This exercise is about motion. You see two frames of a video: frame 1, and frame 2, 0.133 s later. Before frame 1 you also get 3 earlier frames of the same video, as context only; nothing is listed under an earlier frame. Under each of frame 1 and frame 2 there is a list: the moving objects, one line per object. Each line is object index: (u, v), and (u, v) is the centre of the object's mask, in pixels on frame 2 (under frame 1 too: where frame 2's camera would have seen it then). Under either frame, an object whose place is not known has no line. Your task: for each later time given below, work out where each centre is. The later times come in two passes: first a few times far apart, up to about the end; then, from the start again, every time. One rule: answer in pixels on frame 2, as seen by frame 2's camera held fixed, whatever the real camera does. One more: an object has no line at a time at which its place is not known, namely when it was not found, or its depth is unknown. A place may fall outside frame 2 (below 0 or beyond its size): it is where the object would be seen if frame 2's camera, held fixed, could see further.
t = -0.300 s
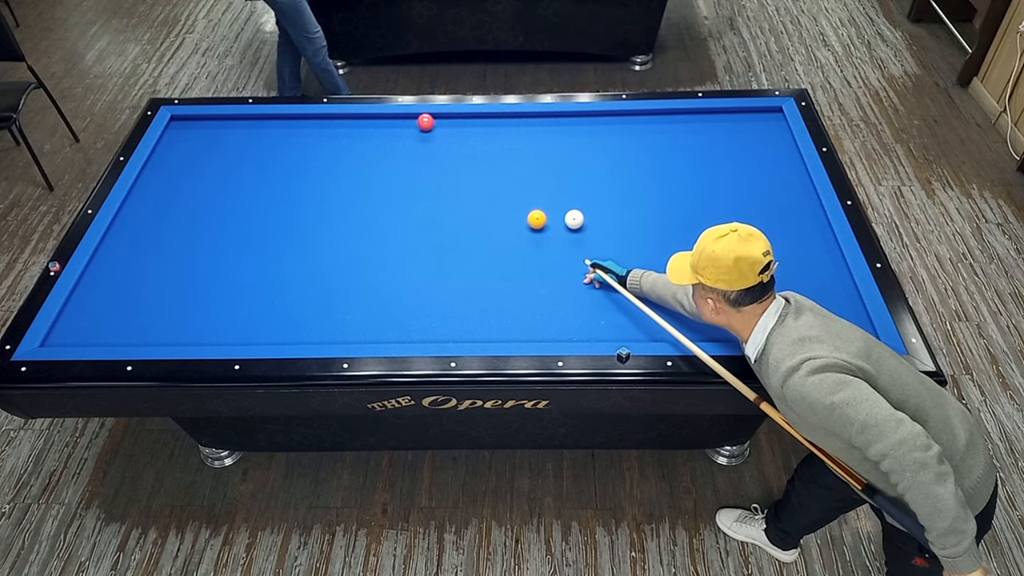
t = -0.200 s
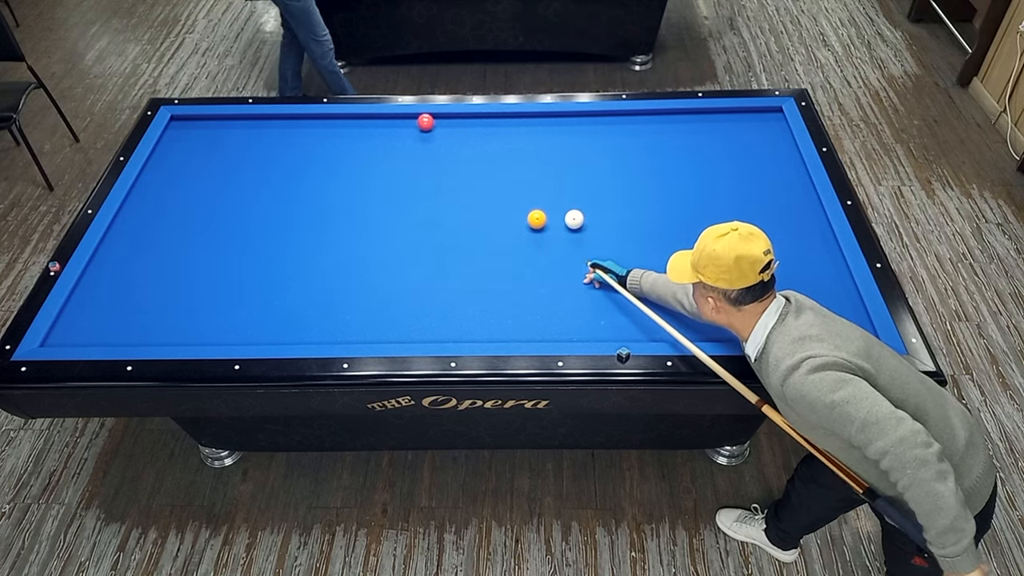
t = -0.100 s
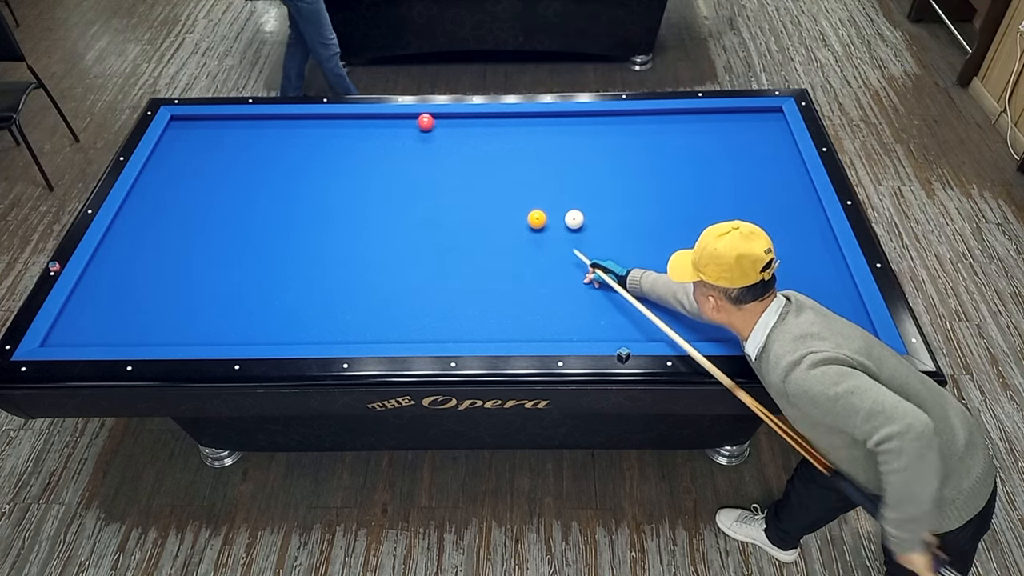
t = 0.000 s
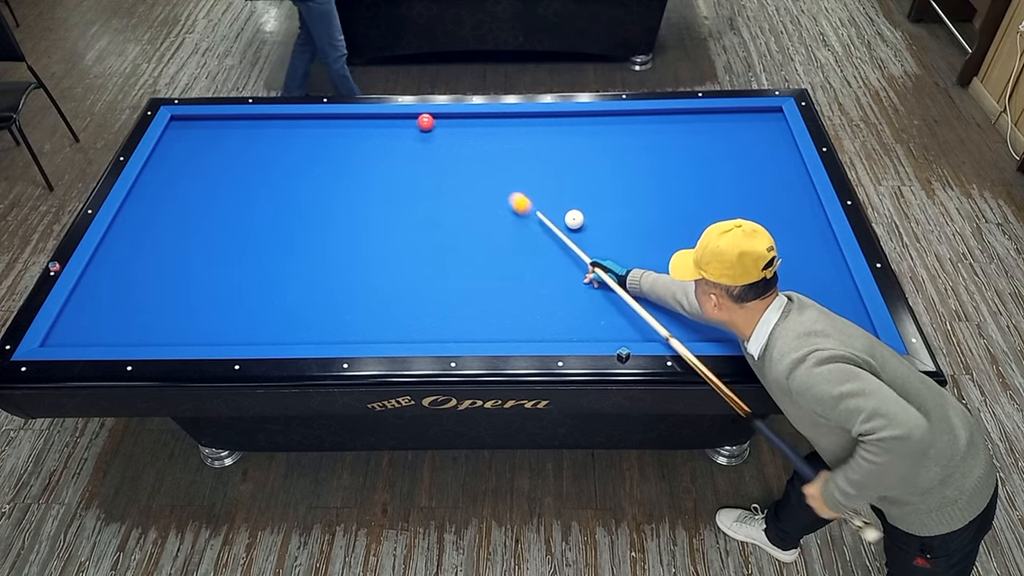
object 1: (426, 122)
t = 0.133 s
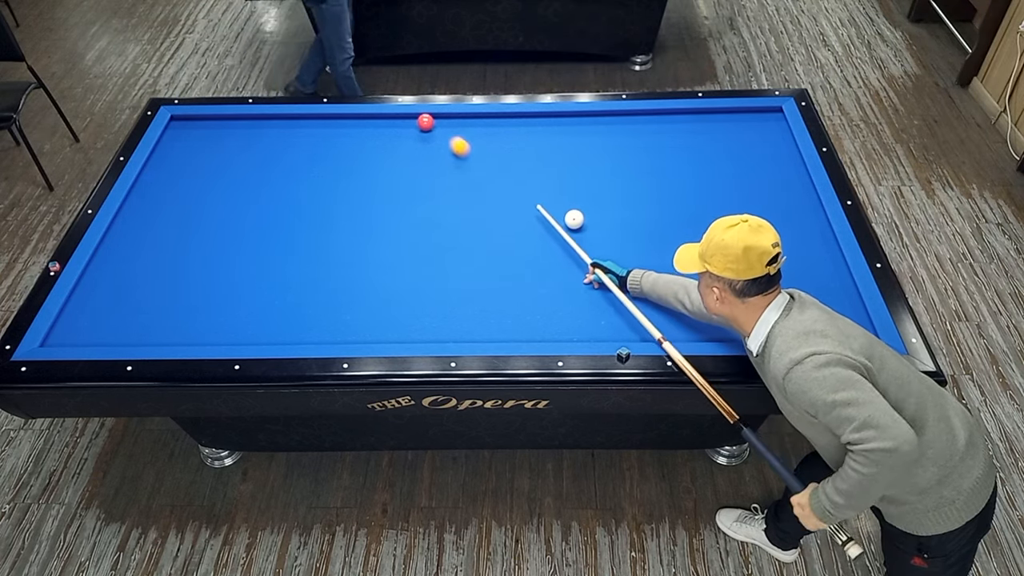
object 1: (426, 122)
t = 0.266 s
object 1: (385, 124)
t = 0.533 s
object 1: (267, 157)
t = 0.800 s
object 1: (162, 188)
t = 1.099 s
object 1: (171, 234)
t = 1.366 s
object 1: (206, 280)
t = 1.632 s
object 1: (246, 332)
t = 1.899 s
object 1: (315, 308)
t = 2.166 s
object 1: (379, 279)
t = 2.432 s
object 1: (438, 252)
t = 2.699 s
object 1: (492, 228)
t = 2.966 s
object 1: (542, 205)
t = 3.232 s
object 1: (588, 184)
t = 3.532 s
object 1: (637, 162)
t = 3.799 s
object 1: (678, 143)
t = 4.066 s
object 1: (716, 125)
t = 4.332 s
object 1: (752, 114)
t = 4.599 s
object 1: (774, 120)
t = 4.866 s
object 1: (757, 124)
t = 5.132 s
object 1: (742, 128)
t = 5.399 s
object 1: (726, 132)
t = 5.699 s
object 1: (710, 136)
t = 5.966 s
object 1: (696, 140)
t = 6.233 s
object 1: (682, 143)
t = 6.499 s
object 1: (670, 147)
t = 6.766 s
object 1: (658, 150)
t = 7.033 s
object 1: (646, 153)
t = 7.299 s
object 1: (636, 156)
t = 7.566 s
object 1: (626, 159)
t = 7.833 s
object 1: (617, 162)
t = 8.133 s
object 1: (607, 165)
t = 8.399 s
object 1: (600, 167)
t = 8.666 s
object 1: (593, 169)
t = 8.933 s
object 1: (587, 171)
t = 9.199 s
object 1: (582, 172)
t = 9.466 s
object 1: (577, 174)
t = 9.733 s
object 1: (573, 175)
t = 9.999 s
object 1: (569, 177)
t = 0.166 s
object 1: (425, 122)
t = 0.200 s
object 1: (419, 120)
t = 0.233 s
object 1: (401, 119)
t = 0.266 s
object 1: (385, 124)
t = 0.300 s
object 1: (369, 128)
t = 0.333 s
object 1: (354, 132)
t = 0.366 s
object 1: (338, 137)
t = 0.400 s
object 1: (323, 141)
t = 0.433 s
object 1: (309, 145)
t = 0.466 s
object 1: (295, 149)
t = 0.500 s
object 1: (280, 153)
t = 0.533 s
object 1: (267, 157)
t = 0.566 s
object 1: (254, 161)
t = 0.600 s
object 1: (241, 165)
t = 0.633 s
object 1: (228, 169)
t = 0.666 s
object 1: (215, 172)
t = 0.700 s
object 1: (202, 176)
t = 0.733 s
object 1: (189, 180)
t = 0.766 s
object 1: (176, 184)
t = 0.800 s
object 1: (162, 188)
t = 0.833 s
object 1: (148, 192)
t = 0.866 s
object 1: (135, 196)
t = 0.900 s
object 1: (137, 201)
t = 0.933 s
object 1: (144, 206)
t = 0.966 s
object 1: (151, 212)
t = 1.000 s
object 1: (156, 217)
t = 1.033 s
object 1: (162, 222)
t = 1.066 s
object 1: (167, 228)
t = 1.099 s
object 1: (171, 234)
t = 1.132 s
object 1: (175, 239)
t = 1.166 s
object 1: (179, 245)
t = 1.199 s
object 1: (184, 250)
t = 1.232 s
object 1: (188, 256)
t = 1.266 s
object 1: (193, 262)
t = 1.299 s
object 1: (197, 268)
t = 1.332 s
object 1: (202, 274)
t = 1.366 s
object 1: (206, 280)
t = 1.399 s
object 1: (211, 286)
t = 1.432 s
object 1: (216, 292)
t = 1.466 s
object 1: (221, 299)
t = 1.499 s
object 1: (225, 305)
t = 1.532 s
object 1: (230, 312)
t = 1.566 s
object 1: (236, 318)
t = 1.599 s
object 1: (241, 325)
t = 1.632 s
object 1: (246, 332)
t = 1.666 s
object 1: (252, 336)
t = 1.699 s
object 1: (261, 334)
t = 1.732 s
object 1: (270, 329)
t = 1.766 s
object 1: (280, 325)
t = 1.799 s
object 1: (289, 320)
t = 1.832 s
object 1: (297, 316)
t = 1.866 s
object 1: (306, 312)
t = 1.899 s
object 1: (315, 308)
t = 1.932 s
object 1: (323, 304)
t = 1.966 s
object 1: (331, 301)
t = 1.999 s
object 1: (340, 297)
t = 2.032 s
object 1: (348, 293)
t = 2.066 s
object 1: (356, 290)
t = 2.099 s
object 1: (364, 286)
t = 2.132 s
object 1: (371, 282)
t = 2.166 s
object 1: (379, 279)
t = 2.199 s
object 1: (387, 276)
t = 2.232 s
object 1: (394, 272)
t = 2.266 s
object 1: (402, 269)
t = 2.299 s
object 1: (409, 265)
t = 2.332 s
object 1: (417, 262)
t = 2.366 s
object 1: (424, 259)
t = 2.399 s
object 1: (431, 256)
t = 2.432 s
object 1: (438, 252)
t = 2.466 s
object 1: (445, 249)
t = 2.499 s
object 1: (452, 246)
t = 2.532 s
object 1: (459, 243)
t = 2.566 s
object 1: (465, 240)
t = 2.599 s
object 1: (472, 237)
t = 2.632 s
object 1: (479, 234)
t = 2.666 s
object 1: (485, 231)
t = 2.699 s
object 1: (492, 228)
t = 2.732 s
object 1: (498, 225)
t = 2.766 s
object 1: (504, 222)
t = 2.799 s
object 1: (511, 219)
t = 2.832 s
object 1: (517, 216)
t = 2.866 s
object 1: (523, 213)
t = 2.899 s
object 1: (530, 211)
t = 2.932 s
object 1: (536, 208)
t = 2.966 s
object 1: (542, 205)
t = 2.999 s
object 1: (548, 202)
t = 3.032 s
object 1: (554, 200)
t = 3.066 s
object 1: (560, 197)
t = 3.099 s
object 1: (565, 194)
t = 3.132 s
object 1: (571, 192)
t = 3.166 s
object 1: (577, 189)
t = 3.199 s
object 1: (583, 186)
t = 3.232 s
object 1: (588, 184)
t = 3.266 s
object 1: (594, 181)
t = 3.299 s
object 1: (599, 179)
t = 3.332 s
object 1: (605, 176)
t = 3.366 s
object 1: (610, 174)
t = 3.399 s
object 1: (616, 171)
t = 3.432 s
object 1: (621, 169)
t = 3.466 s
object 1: (627, 166)
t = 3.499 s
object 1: (632, 164)
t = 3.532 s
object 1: (637, 162)
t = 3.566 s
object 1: (642, 159)
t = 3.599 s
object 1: (648, 157)
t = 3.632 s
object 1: (653, 155)
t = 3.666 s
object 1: (658, 152)
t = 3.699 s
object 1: (663, 150)
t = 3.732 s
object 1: (668, 147)
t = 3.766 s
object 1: (673, 145)
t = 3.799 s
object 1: (678, 143)
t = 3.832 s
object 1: (683, 141)
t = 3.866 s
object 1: (688, 138)
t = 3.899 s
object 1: (693, 136)
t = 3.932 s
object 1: (698, 134)
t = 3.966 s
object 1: (702, 132)
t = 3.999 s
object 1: (707, 130)
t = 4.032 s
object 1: (712, 127)
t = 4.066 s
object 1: (716, 125)
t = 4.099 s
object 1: (721, 123)
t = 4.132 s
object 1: (726, 121)
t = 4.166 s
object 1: (730, 119)
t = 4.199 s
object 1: (735, 117)
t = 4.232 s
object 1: (740, 115)
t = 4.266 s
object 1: (744, 113)
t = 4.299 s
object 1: (748, 112)
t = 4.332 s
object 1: (752, 114)
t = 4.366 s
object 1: (756, 115)
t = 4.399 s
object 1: (761, 116)
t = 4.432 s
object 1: (765, 117)
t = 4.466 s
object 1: (769, 117)
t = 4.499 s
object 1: (773, 118)
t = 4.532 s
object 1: (777, 119)
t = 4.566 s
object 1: (777, 119)
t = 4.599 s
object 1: (774, 120)
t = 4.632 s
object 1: (772, 121)
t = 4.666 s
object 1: (770, 121)
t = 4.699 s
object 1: (768, 122)
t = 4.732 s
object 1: (766, 122)
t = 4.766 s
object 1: (764, 123)
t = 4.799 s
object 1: (762, 123)
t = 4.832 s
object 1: (760, 124)
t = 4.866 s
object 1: (757, 124)
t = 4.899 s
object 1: (756, 125)
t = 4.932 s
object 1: (754, 125)
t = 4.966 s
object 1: (751, 126)
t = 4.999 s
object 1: (750, 126)
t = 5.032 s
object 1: (748, 127)
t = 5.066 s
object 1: (746, 127)
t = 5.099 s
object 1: (744, 128)
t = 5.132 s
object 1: (742, 128)
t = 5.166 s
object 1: (740, 129)
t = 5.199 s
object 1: (738, 129)
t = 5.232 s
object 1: (736, 130)
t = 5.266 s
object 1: (734, 130)
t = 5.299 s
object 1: (732, 130)
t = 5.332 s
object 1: (730, 131)
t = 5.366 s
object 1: (728, 132)
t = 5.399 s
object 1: (726, 132)
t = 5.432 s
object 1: (725, 133)
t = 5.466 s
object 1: (723, 133)
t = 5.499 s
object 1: (721, 133)
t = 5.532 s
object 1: (719, 134)
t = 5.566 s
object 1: (717, 134)
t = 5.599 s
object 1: (715, 135)
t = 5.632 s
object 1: (713, 135)
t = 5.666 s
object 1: (711, 136)
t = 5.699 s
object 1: (710, 136)
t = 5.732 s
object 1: (708, 137)
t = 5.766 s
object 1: (706, 137)
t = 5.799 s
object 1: (705, 138)
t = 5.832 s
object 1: (703, 138)
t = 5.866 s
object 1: (701, 138)
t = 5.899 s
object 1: (699, 139)
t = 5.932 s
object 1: (698, 139)
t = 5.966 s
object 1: (696, 140)
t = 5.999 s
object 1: (694, 140)
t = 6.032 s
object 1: (692, 141)
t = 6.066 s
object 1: (691, 141)
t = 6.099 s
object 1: (689, 142)
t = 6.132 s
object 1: (687, 142)
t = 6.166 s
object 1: (686, 143)
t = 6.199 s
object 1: (684, 143)
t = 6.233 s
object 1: (682, 143)
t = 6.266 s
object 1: (681, 144)
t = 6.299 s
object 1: (679, 144)
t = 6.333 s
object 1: (677, 145)
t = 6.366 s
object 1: (676, 145)
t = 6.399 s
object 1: (674, 146)
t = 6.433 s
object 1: (673, 146)
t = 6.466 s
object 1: (671, 146)
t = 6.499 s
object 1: (670, 147)
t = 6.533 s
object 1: (668, 147)
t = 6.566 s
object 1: (667, 148)
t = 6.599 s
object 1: (665, 148)
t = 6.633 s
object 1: (664, 148)
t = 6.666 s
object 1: (662, 149)
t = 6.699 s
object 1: (661, 149)
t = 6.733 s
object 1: (659, 150)
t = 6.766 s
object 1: (658, 150)
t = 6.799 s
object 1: (656, 151)
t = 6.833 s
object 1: (655, 151)
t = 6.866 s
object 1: (653, 151)
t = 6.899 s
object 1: (652, 152)
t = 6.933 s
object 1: (650, 152)
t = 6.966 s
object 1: (649, 152)
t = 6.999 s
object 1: (648, 153)
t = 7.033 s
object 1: (646, 153)
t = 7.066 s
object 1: (645, 154)
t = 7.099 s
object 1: (644, 154)
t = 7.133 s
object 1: (642, 154)
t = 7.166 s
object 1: (641, 155)
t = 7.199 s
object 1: (640, 155)
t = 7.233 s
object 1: (638, 155)
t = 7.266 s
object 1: (637, 156)
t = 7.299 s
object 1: (636, 156)
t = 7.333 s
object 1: (634, 156)
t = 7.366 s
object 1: (633, 157)
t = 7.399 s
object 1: (632, 157)
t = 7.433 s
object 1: (631, 158)
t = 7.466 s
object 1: (629, 158)
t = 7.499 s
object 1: (628, 158)
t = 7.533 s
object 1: (627, 159)
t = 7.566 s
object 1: (626, 159)
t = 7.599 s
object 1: (625, 159)
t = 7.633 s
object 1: (623, 160)
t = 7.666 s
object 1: (622, 160)
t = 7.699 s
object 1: (621, 160)
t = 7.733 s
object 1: (620, 161)
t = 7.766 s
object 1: (619, 161)
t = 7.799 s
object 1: (618, 161)
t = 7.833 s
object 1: (617, 162)
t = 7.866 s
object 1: (616, 162)
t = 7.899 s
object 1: (614, 163)
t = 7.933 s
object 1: (613, 163)
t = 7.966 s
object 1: (612, 163)
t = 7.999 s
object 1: (611, 164)
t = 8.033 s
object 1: (611, 164)
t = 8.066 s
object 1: (609, 164)
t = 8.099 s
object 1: (608, 164)
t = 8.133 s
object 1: (607, 165)
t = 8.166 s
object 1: (606, 165)
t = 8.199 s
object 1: (605, 165)
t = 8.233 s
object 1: (604, 165)
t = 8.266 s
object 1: (604, 166)
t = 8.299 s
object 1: (602, 166)
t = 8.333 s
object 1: (602, 166)
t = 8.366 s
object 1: (601, 167)
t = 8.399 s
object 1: (600, 167)
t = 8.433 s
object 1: (599, 167)
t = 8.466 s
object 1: (598, 167)
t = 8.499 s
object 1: (597, 168)
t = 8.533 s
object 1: (596, 168)
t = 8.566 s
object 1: (596, 168)
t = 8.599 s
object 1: (595, 168)
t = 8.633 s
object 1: (594, 168)
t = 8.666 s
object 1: (593, 169)
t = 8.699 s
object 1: (592, 169)
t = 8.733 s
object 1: (591, 169)
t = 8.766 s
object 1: (591, 169)
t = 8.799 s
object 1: (590, 170)
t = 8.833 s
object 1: (589, 170)
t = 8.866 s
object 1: (588, 170)
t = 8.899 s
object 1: (588, 170)
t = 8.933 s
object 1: (587, 171)
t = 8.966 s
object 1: (586, 171)
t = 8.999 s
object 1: (586, 171)
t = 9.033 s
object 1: (585, 171)
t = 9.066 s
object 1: (584, 171)
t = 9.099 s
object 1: (584, 171)
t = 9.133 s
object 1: (583, 172)
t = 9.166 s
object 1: (582, 172)
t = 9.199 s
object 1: (582, 172)
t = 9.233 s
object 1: (581, 172)
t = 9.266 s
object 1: (580, 173)
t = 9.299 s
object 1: (580, 173)
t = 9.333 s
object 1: (579, 173)
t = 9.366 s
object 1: (579, 173)
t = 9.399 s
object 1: (578, 173)
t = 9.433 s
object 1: (578, 174)
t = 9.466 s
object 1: (577, 174)
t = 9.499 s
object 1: (577, 174)
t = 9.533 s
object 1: (576, 174)
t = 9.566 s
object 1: (576, 174)
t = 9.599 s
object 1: (575, 174)
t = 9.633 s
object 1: (575, 175)
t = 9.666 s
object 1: (574, 175)
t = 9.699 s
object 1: (573, 175)
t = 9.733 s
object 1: (573, 175)
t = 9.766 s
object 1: (572, 176)
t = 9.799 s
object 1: (572, 176)
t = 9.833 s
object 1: (572, 176)
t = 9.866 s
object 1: (571, 176)
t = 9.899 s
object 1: (571, 176)
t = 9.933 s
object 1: (570, 176)
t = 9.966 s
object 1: (570, 176)
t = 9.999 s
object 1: (569, 177)
